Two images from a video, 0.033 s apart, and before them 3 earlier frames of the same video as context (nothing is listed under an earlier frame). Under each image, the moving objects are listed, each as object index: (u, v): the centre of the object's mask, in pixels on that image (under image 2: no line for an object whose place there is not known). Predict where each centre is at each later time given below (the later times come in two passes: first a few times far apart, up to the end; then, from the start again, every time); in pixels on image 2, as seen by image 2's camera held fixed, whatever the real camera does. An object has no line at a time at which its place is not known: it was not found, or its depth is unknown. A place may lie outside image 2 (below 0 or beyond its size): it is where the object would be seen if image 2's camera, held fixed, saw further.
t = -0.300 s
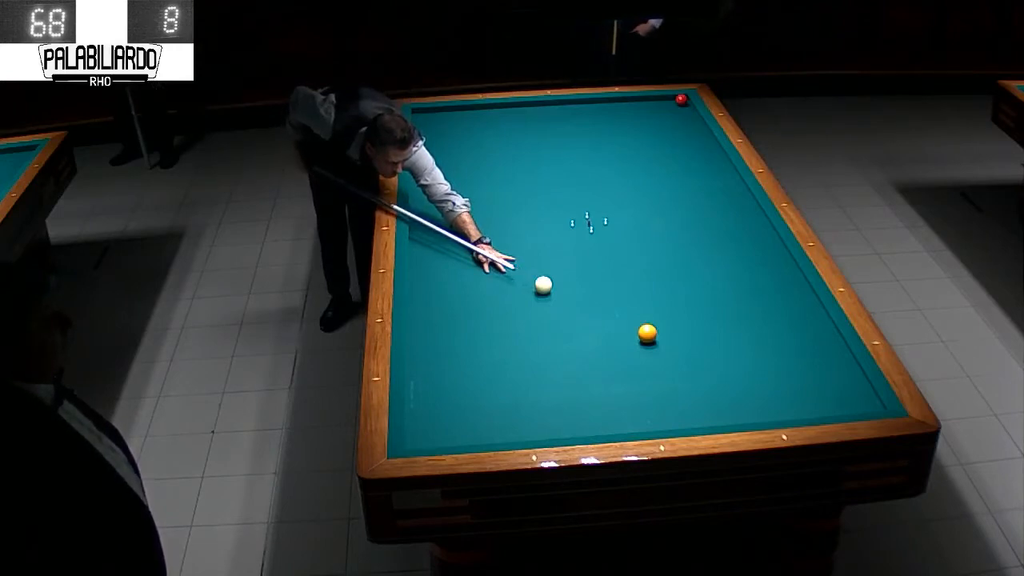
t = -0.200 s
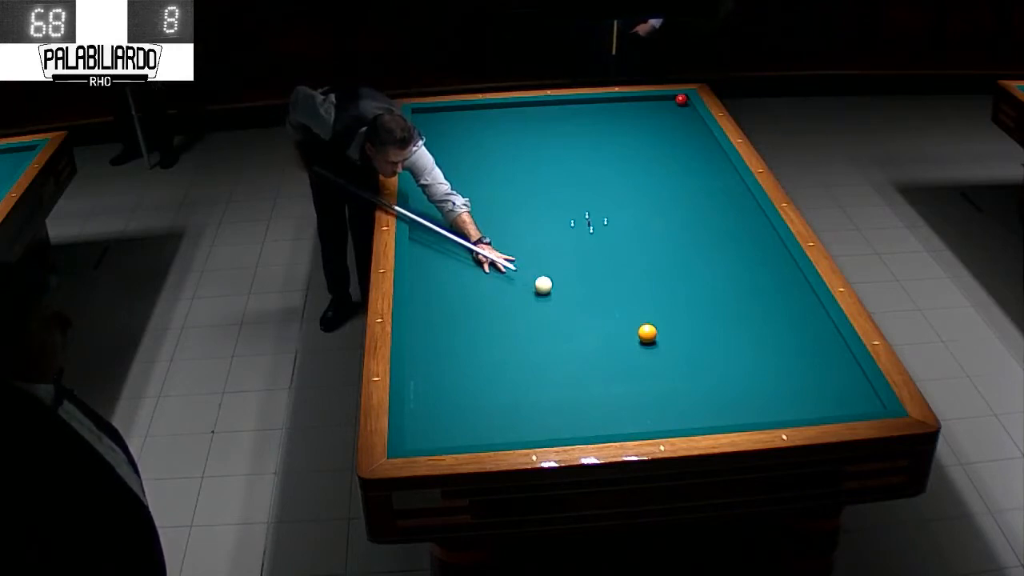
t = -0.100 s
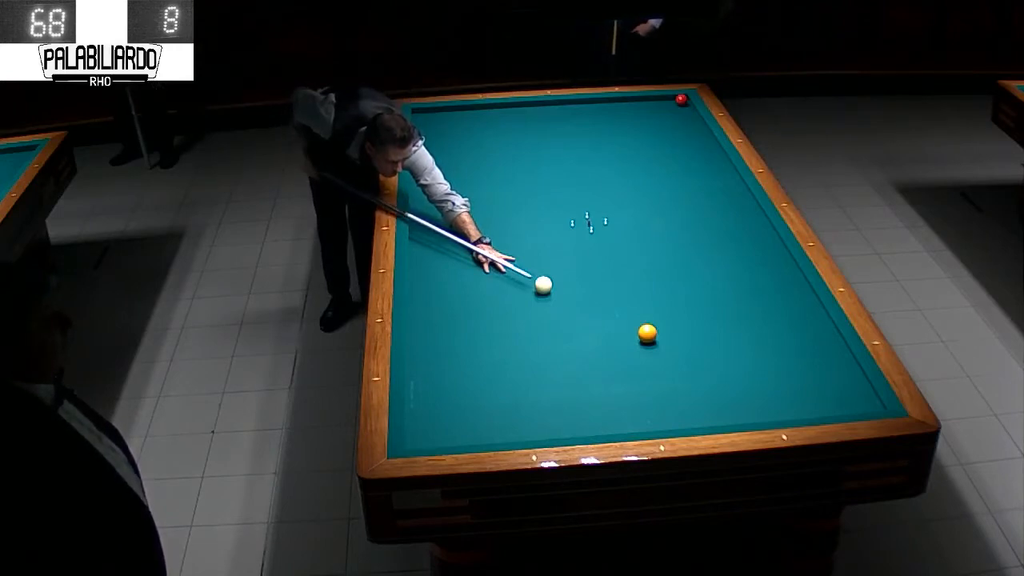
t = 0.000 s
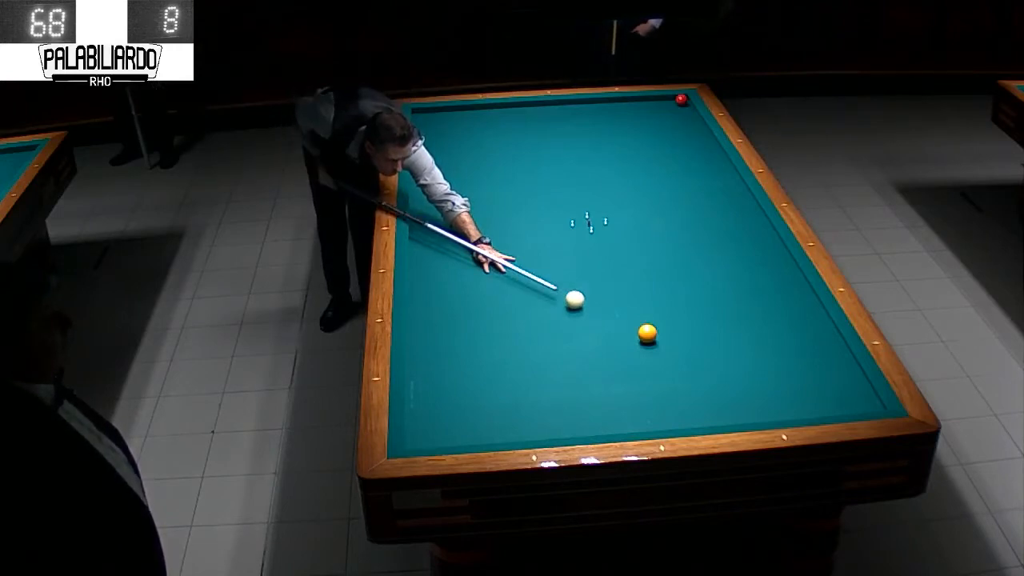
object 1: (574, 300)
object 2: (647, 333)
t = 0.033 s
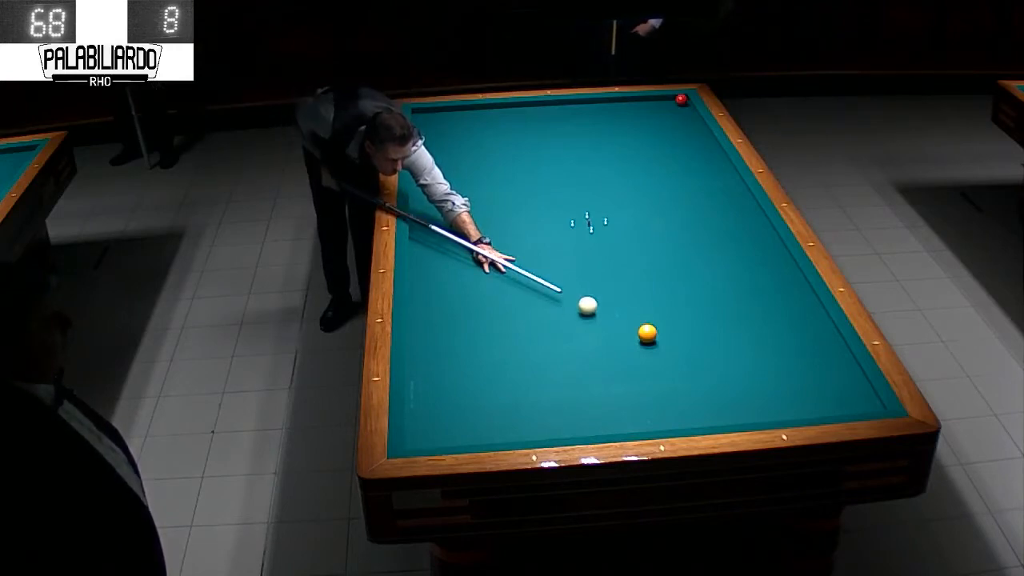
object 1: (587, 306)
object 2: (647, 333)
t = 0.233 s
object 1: (634, 328)
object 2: (677, 347)
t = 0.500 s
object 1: (656, 339)
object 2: (760, 385)
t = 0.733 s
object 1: (678, 350)
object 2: (822, 408)
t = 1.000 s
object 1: (703, 364)
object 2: (847, 382)
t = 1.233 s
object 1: (725, 375)
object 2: (838, 364)
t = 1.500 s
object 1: (750, 388)
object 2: (807, 348)
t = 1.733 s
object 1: (771, 399)
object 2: (781, 333)
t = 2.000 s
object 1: (796, 410)
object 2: (753, 319)
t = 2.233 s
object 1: (806, 406)
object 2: (730, 306)
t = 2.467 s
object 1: (812, 400)
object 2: (709, 295)
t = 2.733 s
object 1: (818, 392)
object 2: (686, 282)
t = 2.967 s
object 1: (823, 386)
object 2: (666, 272)
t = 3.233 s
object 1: (828, 379)
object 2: (646, 261)
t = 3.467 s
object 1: (832, 374)
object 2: (629, 252)
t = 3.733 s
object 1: (837, 369)
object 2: (610, 243)
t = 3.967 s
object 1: (840, 364)
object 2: (595, 235)
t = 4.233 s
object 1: (844, 359)
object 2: (579, 227)
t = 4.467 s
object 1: (844, 357)
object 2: (566, 220)
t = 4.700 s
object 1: (840, 355)
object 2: (553, 213)
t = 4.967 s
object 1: (836, 353)
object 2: (540, 206)
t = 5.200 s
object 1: (834, 352)
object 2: (528, 201)
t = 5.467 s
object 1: (832, 351)
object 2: (516, 195)
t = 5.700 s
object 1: (831, 350)
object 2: (507, 190)
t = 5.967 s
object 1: (831, 350)
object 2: (496, 185)
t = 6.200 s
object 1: (831, 350)
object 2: (487, 180)
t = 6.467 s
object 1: (831, 350)
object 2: (478, 175)
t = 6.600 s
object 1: (831, 350)
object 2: (474, 173)
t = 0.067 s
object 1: (600, 312)
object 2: (647, 333)
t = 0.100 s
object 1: (612, 317)
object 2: (647, 333)
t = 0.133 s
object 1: (625, 324)
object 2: (647, 333)
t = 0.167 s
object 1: (633, 327)
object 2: (652, 335)
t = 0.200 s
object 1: (633, 328)
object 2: (665, 341)
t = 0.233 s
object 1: (634, 328)
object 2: (677, 347)
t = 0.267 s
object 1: (635, 329)
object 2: (689, 352)
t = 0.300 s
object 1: (638, 330)
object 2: (700, 358)
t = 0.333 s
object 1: (640, 331)
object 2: (711, 363)
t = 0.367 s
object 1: (644, 333)
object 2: (721, 367)
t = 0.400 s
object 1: (647, 335)
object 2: (731, 372)
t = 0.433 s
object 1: (650, 336)
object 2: (741, 376)
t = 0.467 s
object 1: (653, 338)
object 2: (750, 381)
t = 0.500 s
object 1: (656, 339)
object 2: (760, 385)
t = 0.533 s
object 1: (659, 341)
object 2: (769, 390)
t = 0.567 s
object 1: (662, 343)
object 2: (779, 394)
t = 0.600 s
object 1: (665, 344)
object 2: (788, 399)
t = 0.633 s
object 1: (668, 346)
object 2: (798, 403)
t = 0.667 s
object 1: (672, 347)
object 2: (808, 407)
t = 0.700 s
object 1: (675, 349)
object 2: (817, 409)
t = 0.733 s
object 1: (678, 350)
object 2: (822, 408)
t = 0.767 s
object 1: (681, 352)
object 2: (825, 405)
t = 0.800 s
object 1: (684, 354)
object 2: (828, 401)
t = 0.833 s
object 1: (687, 356)
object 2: (831, 398)
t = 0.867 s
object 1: (690, 357)
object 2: (834, 395)
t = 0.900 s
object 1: (694, 359)
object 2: (838, 392)
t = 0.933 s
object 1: (697, 360)
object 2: (841, 388)
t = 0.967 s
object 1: (700, 362)
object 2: (844, 385)
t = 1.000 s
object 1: (703, 364)
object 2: (847, 382)
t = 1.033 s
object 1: (706, 365)
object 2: (850, 379)
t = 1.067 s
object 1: (709, 367)
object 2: (854, 376)
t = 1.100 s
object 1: (713, 369)
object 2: (856, 374)
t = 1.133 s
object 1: (715, 370)
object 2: (850, 371)
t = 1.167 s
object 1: (719, 372)
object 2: (846, 369)
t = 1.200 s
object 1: (722, 373)
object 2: (842, 367)
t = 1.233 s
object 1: (725, 375)
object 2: (838, 364)
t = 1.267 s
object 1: (728, 377)
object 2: (834, 362)
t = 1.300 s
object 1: (731, 378)
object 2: (830, 360)
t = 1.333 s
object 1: (734, 380)
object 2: (826, 358)
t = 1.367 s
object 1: (737, 381)
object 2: (822, 356)
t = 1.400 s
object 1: (741, 383)
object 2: (819, 354)
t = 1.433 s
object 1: (744, 385)
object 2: (814, 352)
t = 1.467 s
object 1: (747, 386)
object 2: (811, 350)
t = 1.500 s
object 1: (750, 388)
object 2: (807, 348)
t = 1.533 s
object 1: (753, 389)
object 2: (803, 346)
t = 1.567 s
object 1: (756, 391)
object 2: (800, 344)
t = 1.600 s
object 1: (759, 393)
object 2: (796, 341)
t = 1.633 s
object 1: (762, 394)
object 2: (792, 339)
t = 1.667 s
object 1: (765, 396)
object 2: (788, 337)
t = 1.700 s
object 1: (769, 398)
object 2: (785, 335)
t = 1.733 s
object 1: (771, 399)
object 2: (781, 333)
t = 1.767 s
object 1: (775, 401)
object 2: (778, 332)
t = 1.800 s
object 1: (778, 402)
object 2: (774, 330)
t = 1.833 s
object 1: (781, 404)
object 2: (771, 328)
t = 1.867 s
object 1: (784, 406)
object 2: (767, 326)
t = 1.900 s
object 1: (787, 407)
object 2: (764, 324)
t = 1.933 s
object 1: (790, 408)
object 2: (760, 322)
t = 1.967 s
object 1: (793, 408)
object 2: (757, 321)
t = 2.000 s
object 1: (796, 410)
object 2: (753, 319)
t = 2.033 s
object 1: (799, 411)
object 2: (750, 317)
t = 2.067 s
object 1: (801, 411)
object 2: (747, 315)
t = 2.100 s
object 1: (802, 410)
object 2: (744, 314)
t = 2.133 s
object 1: (803, 409)
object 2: (740, 312)
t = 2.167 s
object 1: (804, 408)
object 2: (737, 310)
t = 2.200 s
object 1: (805, 407)
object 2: (734, 308)
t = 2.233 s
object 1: (806, 406)
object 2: (730, 306)
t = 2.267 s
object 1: (806, 406)
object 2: (727, 305)
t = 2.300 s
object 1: (807, 406)
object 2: (724, 303)
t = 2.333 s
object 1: (808, 404)
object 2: (721, 302)
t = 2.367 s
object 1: (809, 403)
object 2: (718, 300)
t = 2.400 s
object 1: (810, 403)
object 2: (715, 298)
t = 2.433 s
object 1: (811, 401)
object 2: (712, 296)
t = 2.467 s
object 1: (812, 400)
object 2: (709, 295)
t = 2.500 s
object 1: (812, 399)
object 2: (706, 293)
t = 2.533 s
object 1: (813, 398)
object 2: (703, 292)
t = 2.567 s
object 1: (814, 397)
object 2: (700, 290)
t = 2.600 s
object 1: (815, 396)
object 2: (697, 289)
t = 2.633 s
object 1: (816, 395)
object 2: (694, 287)
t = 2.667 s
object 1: (816, 394)
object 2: (691, 285)
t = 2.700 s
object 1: (817, 393)
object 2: (688, 284)
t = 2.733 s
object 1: (818, 392)
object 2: (686, 282)
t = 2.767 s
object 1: (819, 392)
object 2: (682, 281)
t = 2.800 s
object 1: (819, 390)
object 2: (680, 280)
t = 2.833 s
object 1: (820, 390)
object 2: (677, 278)
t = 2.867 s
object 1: (821, 389)
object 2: (674, 277)
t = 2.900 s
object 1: (821, 388)
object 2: (671, 275)
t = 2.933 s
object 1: (822, 387)
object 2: (669, 274)
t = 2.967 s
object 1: (823, 386)
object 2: (666, 272)
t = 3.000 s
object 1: (824, 385)
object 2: (663, 271)
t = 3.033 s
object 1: (824, 384)
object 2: (661, 269)
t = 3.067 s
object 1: (825, 383)
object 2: (658, 268)
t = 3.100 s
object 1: (825, 383)
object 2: (656, 266)
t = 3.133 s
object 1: (826, 382)
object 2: (653, 265)
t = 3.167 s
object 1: (827, 381)
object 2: (651, 264)
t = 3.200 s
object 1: (828, 380)
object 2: (648, 263)
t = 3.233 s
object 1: (828, 379)
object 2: (646, 261)
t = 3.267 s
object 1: (829, 378)
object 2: (643, 260)
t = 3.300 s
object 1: (829, 378)
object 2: (641, 259)
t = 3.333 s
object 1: (830, 377)
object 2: (638, 257)
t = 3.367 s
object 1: (831, 376)
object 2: (636, 256)
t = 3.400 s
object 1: (831, 376)
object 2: (633, 255)
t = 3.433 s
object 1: (832, 375)
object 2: (631, 254)
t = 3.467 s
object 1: (832, 374)
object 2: (629, 252)
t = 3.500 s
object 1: (833, 373)
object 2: (626, 251)
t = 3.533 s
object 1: (834, 373)
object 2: (624, 250)
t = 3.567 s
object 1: (834, 372)
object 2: (622, 249)
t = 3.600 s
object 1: (835, 371)
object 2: (619, 248)
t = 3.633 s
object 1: (835, 371)
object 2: (617, 246)
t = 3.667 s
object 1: (836, 370)
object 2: (615, 245)
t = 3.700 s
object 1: (836, 369)
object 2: (613, 244)
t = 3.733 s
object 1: (837, 369)
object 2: (610, 243)
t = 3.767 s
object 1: (837, 368)
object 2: (608, 242)
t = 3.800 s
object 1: (838, 367)
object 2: (606, 241)
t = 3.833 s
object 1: (838, 367)
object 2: (604, 239)
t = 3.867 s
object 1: (839, 366)
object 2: (602, 238)
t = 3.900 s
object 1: (839, 365)
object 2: (600, 237)
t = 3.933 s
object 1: (840, 364)
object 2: (598, 236)
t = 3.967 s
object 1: (840, 364)
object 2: (595, 235)
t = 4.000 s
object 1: (841, 363)
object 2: (593, 234)
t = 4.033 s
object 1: (841, 363)
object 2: (591, 233)
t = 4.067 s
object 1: (841, 362)
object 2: (589, 232)
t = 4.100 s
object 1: (842, 362)
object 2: (587, 230)
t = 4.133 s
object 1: (842, 361)
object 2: (585, 230)
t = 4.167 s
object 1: (843, 360)
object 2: (583, 229)
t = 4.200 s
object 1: (843, 360)
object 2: (581, 228)
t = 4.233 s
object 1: (844, 359)
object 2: (579, 227)
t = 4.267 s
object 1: (844, 359)
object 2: (577, 226)
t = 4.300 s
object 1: (845, 358)
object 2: (575, 225)
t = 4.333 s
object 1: (845, 358)
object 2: (573, 224)
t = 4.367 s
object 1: (845, 357)
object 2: (571, 223)
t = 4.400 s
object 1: (845, 357)
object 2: (570, 221)
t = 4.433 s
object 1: (844, 357)
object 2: (568, 221)
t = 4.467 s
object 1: (844, 357)
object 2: (566, 220)
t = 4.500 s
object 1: (843, 356)
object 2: (564, 219)
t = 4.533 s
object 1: (843, 356)
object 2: (563, 218)
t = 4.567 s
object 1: (842, 356)
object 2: (560, 217)
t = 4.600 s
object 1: (842, 356)
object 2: (558, 216)
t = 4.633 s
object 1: (841, 355)
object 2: (557, 215)
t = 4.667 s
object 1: (840, 355)
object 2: (555, 214)
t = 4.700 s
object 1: (840, 355)
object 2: (553, 213)
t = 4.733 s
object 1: (840, 355)
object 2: (551, 212)
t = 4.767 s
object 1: (839, 354)
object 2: (550, 212)
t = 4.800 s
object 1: (839, 354)
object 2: (548, 211)
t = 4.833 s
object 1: (838, 354)
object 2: (546, 210)
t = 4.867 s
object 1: (838, 354)
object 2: (545, 209)
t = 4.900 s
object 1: (838, 353)
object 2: (543, 208)
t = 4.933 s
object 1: (837, 353)
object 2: (541, 207)
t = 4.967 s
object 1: (836, 353)
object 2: (540, 206)
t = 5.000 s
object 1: (836, 353)
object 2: (538, 206)
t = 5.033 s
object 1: (836, 353)
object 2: (536, 205)
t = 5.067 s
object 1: (835, 352)
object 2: (535, 204)
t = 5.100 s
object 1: (835, 352)
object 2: (533, 203)
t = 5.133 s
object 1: (835, 352)
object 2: (532, 202)
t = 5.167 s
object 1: (835, 352)
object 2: (530, 202)
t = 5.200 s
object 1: (834, 352)
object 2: (528, 201)
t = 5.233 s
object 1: (834, 352)
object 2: (527, 200)
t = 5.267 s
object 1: (834, 352)
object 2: (525, 199)
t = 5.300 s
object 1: (834, 351)
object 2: (524, 198)
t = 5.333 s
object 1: (833, 351)
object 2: (522, 198)
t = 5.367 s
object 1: (833, 351)
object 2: (521, 197)
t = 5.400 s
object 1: (833, 351)
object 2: (519, 196)
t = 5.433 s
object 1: (833, 351)
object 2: (518, 195)
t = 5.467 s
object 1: (832, 351)
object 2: (516, 195)
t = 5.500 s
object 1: (832, 351)
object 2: (515, 194)
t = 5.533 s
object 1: (832, 351)
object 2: (513, 193)
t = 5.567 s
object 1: (832, 351)
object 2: (512, 193)
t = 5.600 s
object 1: (832, 350)
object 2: (510, 192)
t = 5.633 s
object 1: (831, 350)
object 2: (509, 191)
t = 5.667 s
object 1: (831, 350)
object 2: (508, 190)
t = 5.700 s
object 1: (831, 350)
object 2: (507, 190)
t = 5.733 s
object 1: (831, 350)
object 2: (505, 189)
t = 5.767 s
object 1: (831, 350)
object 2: (504, 188)
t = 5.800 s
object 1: (831, 350)
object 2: (502, 188)
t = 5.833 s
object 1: (831, 350)
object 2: (501, 187)
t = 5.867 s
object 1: (831, 350)
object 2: (500, 187)
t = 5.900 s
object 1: (831, 350)
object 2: (498, 186)
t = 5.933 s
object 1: (831, 350)
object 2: (497, 185)
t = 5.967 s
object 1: (831, 350)
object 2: (496, 185)
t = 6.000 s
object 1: (831, 350)
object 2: (495, 184)
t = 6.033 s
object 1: (831, 350)
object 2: (494, 183)
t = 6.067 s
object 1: (831, 350)
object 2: (492, 183)
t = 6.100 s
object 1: (831, 350)
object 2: (491, 182)
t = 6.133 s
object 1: (831, 350)
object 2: (490, 181)
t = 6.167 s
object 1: (831, 350)
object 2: (489, 180)
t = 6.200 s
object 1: (831, 350)
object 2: (487, 180)
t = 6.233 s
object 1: (831, 350)
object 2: (486, 179)
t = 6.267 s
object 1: (831, 350)
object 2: (485, 179)
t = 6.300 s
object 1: (831, 350)
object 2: (483, 178)
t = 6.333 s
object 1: (831, 350)
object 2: (482, 178)
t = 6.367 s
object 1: (831, 350)
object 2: (481, 177)
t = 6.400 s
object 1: (831, 350)
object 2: (480, 176)
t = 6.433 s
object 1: (831, 350)
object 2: (479, 176)
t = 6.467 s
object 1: (831, 350)
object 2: (478, 175)
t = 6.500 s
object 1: (831, 350)
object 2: (477, 175)
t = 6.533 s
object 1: (831, 350)
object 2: (475, 174)
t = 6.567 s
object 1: (831, 350)
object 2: (475, 174)
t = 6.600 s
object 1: (831, 350)
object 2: (474, 173)
